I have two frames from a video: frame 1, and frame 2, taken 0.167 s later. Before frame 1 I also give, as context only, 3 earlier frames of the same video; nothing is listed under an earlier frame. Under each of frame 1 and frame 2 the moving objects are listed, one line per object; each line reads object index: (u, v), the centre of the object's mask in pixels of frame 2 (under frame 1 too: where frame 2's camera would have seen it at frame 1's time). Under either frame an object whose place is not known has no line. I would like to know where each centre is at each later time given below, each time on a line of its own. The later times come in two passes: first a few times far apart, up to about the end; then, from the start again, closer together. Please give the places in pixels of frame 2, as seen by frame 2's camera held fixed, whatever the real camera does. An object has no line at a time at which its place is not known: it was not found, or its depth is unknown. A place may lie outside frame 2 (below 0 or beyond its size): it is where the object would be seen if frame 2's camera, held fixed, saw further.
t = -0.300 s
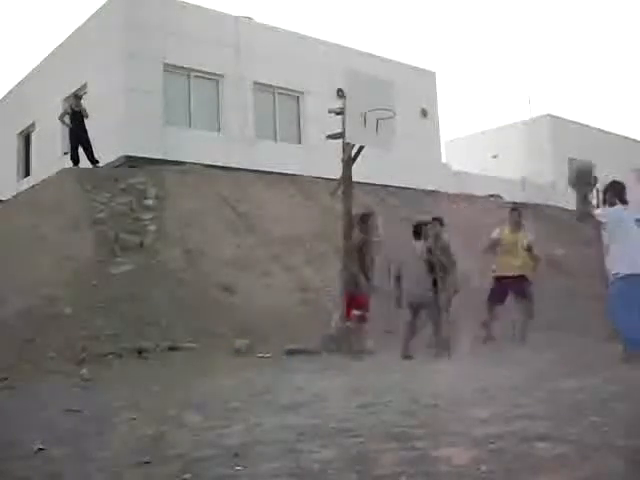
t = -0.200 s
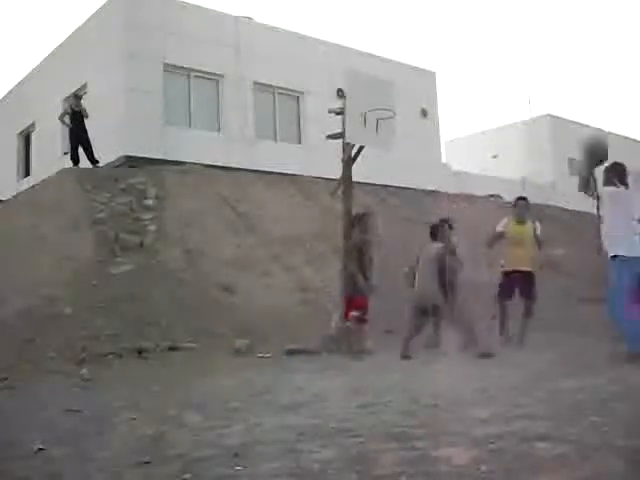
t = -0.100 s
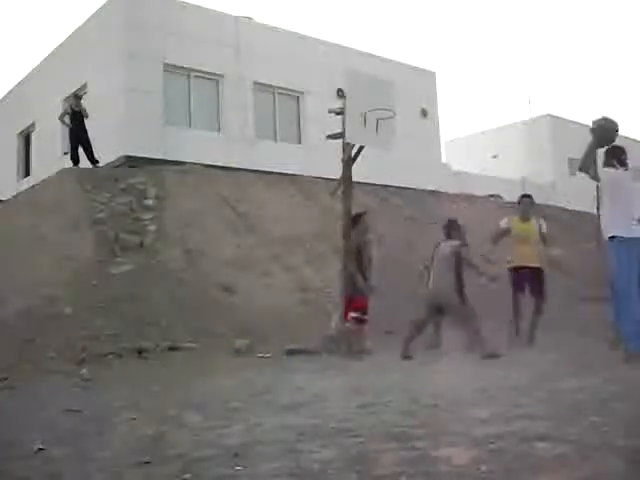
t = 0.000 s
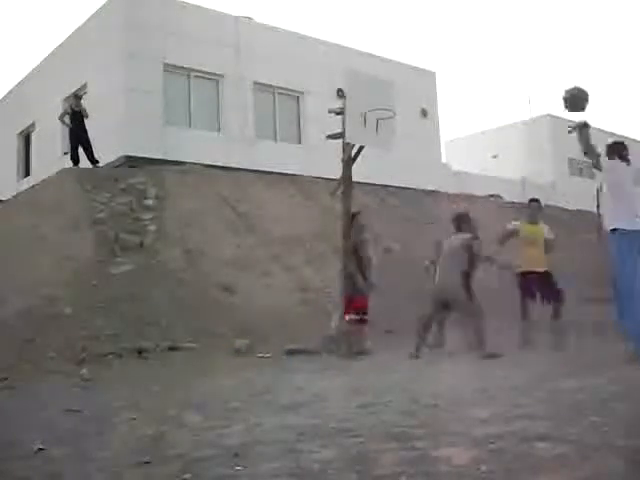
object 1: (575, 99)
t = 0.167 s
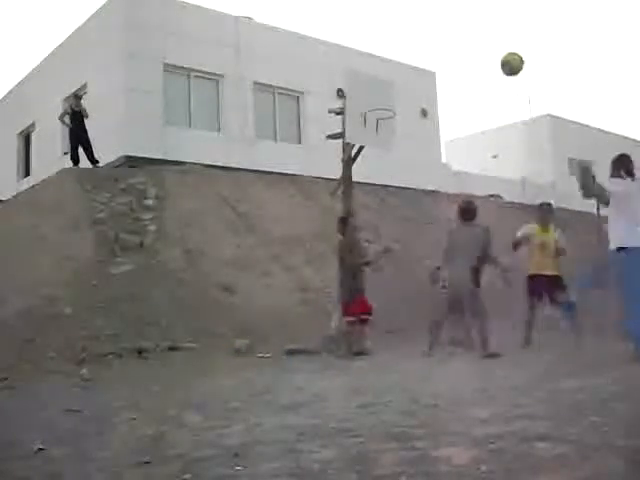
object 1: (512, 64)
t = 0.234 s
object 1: (490, 58)
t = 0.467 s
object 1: (428, 71)
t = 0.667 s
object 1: (399, 105)
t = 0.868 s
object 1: (440, 105)
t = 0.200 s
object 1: (501, 60)
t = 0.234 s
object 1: (490, 58)
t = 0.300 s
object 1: (471, 57)
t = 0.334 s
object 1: (461, 59)
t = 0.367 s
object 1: (453, 60)
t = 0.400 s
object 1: (445, 63)
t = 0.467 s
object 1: (428, 71)
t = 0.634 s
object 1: (395, 105)
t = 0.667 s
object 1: (399, 105)
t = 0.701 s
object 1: (406, 102)
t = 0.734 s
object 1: (412, 101)
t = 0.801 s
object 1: (425, 101)
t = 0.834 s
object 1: (431, 102)
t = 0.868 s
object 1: (440, 105)
